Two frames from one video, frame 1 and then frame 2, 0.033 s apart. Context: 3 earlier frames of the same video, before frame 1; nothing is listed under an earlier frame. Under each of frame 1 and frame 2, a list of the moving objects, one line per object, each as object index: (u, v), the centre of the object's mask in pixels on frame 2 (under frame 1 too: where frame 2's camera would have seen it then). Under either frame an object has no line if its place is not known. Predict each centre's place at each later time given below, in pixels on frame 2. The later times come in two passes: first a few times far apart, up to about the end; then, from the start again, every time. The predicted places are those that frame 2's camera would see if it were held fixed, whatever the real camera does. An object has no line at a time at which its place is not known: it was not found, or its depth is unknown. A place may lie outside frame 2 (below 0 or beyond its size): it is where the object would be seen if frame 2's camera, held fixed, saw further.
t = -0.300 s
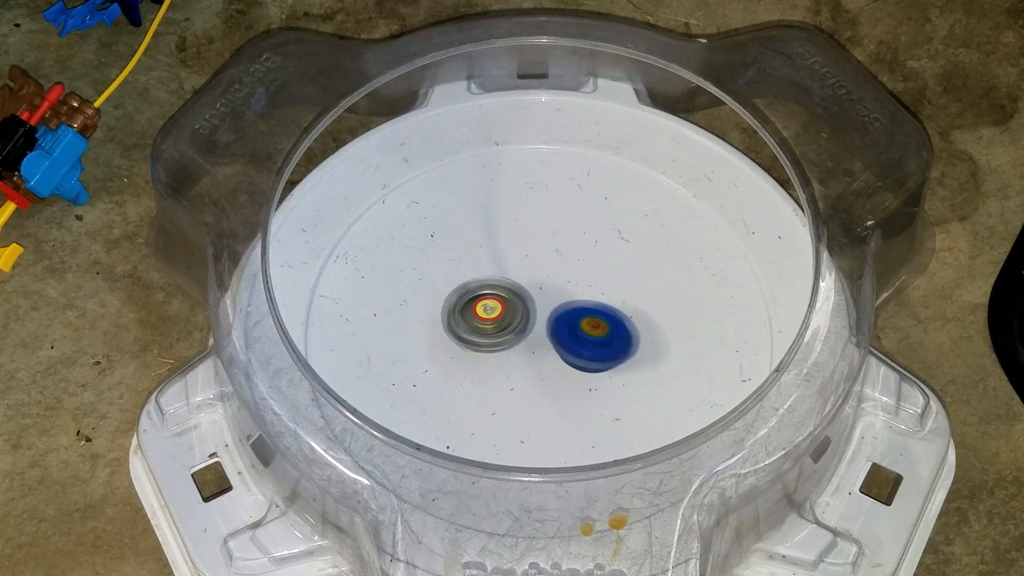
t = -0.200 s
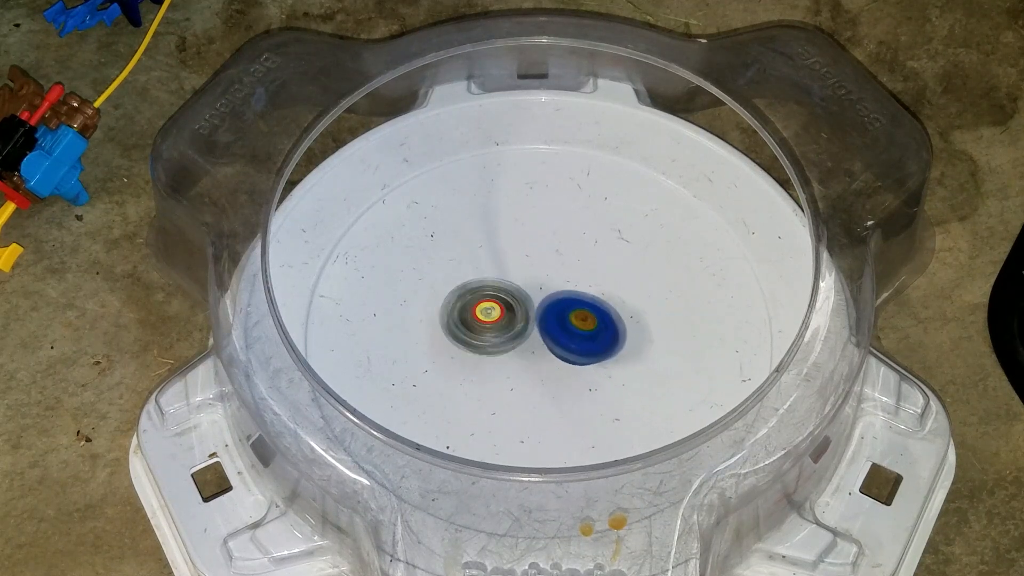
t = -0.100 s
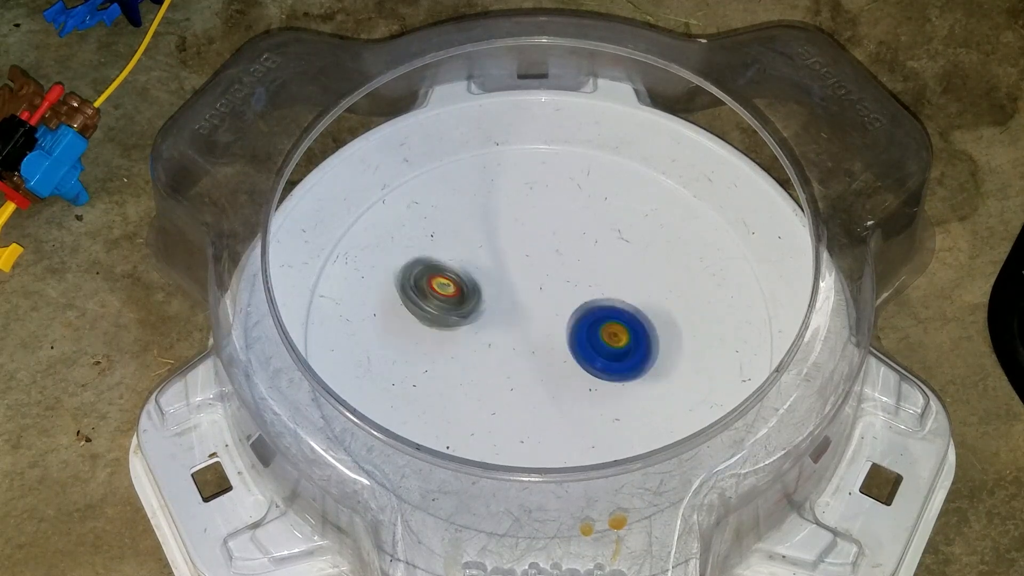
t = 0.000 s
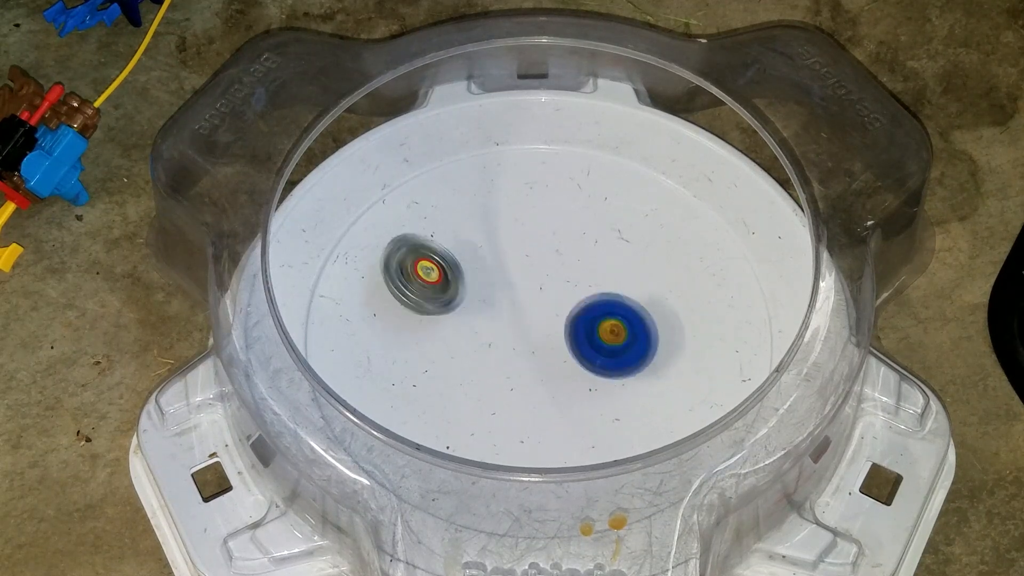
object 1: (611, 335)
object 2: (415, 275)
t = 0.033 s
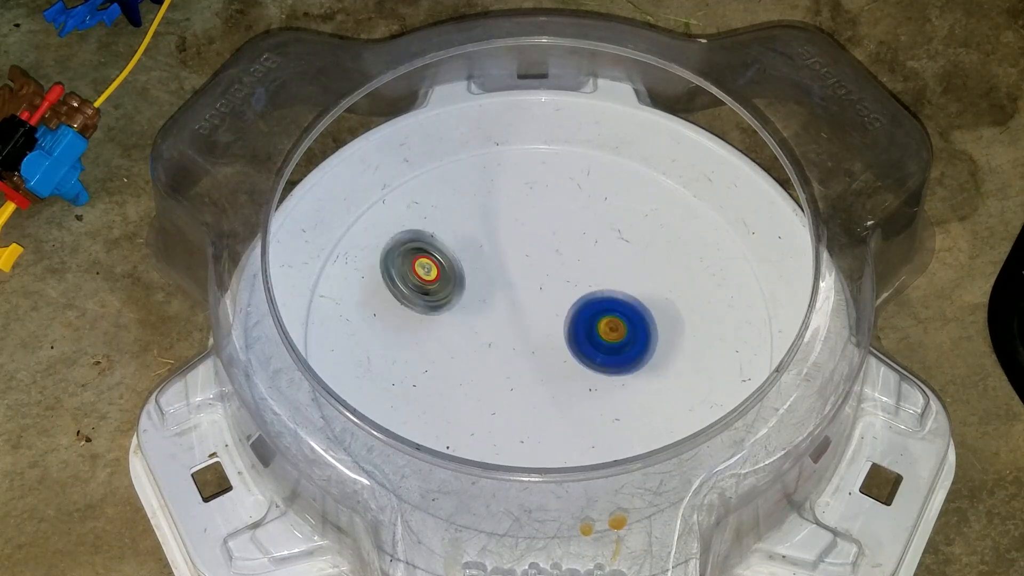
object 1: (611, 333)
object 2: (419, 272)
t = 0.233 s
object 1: (610, 316)
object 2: (441, 272)
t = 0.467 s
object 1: (631, 313)
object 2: (512, 302)
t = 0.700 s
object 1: (632, 317)
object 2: (510, 321)
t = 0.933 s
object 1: (616, 325)
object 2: (506, 326)
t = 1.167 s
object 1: (615, 327)
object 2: (450, 297)
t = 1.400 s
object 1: (597, 318)
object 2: (467, 287)
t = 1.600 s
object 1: (620, 322)
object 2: (486, 291)
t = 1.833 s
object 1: (621, 316)
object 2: (489, 303)
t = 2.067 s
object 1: (619, 312)
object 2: (506, 317)
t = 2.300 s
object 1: (614, 316)
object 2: (514, 321)
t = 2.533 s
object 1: (606, 321)
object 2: (492, 327)
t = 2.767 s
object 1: (587, 317)
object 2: (497, 331)
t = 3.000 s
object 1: (575, 306)
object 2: (499, 333)
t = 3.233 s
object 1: (570, 297)
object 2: (498, 334)
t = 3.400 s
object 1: (569, 292)
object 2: (499, 331)
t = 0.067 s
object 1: (610, 329)
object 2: (414, 272)
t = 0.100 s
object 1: (610, 326)
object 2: (414, 273)
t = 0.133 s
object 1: (610, 324)
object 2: (415, 273)
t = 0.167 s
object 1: (610, 321)
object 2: (418, 275)
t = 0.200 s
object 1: (609, 319)
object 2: (433, 272)
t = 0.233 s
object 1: (610, 316)
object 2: (441, 272)
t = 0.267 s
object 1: (610, 314)
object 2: (448, 279)
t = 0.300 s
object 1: (610, 312)
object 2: (464, 278)
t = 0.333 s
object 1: (611, 311)
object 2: (480, 282)
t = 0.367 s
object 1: (610, 309)
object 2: (499, 289)
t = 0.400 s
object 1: (611, 308)
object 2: (514, 297)
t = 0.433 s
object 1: (625, 311)
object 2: (509, 300)
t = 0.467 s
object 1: (631, 313)
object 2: (512, 302)
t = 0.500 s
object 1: (633, 314)
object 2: (511, 304)
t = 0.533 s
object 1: (633, 314)
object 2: (511, 306)
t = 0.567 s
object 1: (633, 314)
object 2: (513, 309)
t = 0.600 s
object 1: (633, 314)
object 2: (512, 312)
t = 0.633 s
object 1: (633, 315)
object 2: (512, 316)
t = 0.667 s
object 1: (633, 316)
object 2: (511, 317)
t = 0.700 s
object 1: (632, 317)
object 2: (510, 321)
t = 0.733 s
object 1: (630, 318)
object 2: (509, 323)
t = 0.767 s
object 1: (629, 319)
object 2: (506, 324)
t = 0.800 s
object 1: (627, 320)
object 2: (505, 326)
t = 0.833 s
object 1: (624, 322)
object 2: (505, 327)
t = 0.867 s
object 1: (622, 323)
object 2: (505, 327)
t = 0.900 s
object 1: (619, 324)
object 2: (506, 326)
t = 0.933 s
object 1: (616, 325)
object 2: (506, 326)
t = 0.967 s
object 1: (618, 326)
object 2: (509, 325)
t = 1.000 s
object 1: (626, 327)
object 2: (489, 322)
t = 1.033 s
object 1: (626, 328)
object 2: (477, 317)
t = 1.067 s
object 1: (623, 328)
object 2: (467, 312)
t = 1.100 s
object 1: (621, 328)
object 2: (459, 306)
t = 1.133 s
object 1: (618, 328)
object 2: (458, 302)
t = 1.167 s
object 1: (615, 327)
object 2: (450, 297)
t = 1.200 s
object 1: (612, 327)
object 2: (453, 294)
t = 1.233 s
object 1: (609, 326)
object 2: (448, 292)
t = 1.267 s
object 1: (607, 325)
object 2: (447, 289)
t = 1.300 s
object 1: (604, 323)
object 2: (448, 288)
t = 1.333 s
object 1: (602, 322)
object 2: (450, 289)
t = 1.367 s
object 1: (599, 320)
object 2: (455, 292)
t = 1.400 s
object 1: (597, 318)
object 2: (467, 287)
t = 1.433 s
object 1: (594, 316)
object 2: (474, 287)
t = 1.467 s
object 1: (593, 314)
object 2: (481, 290)
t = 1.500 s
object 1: (591, 311)
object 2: (490, 291)
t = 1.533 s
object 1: (594, 311)
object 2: (495, 293)
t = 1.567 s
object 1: (610, 317)
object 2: (487, 291)
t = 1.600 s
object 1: (620, 322)
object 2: (486, 291)
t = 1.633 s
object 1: (623, 325)
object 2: (486, 289)
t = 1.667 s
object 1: (622, 325)
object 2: (484, 294)
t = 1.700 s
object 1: (621, 323)
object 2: (478, 291)
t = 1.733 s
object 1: (621, 321)
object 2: (481, 293)
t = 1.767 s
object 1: (621, 319)
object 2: (484, 294)
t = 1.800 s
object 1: (621, 317)
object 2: (489, 297)
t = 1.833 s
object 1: (621, 316)
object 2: (489, 303)
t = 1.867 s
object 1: (621, 315)
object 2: (487, 303)
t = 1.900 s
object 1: (621, 314)
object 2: (491, 306)
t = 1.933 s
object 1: (621, 313)
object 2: (494, 308)
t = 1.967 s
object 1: (620, 312)
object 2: (499, 311)
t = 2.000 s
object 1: (620, 312)
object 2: (503, 316)
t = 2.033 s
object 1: (619, 312)
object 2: (502, 317)
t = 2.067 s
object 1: (619, 312)
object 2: (506, 317)
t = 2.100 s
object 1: (617, 312)
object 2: (510, 319)
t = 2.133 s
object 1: (616, 313)
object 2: (512, 320)
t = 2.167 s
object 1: (614, 313)
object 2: (516, 320)
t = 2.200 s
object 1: (613, 314)
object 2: (519, 323)
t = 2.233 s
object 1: (614, 314)
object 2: (519, 323)
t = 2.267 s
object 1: (616, 315)
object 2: (517, 322)
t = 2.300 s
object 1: (614, 316)
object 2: (514, 321)
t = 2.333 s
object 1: (613, 316)
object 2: (512, 320)
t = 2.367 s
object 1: (612, 317)
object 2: (512, 320)
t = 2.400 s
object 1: (609, 317)
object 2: (514, 324)
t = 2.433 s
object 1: (609, 318)
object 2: (510, 324)
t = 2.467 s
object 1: (611, 320)
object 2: (502, 325)
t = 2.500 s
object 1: (609, 320)
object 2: (495, 326)
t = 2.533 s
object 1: (606, 321)
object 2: (492, 327)
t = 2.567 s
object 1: (603, 321)
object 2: (490, 328)
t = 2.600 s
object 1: (601, 321)
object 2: (491, 328)
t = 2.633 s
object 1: (598, 320)
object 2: (492, 328)
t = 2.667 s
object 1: (594, 320)
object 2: (494, 328)
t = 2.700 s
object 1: (592, 320)
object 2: (495, 329)
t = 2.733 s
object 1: (590, 318)
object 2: (496, 330)
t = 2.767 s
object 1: (587, 317)
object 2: (497, 331)
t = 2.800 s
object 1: (585, 316)
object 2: (498, 333)
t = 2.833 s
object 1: (583, 315)
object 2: (499, 335)
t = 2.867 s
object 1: (581, 313)
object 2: (498, 338)
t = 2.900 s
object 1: (579, 311)
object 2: (498, 338)
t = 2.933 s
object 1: (577, 310)
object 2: (499, 337)
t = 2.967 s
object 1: (576, 308)
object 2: (499, 335)
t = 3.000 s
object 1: (575, 306)
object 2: (499, 333)
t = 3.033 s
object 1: (573, 305)
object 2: (498, 331)
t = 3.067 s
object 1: (572, 304)
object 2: (498, 330)
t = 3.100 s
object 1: (572, 302)
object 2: (498, 331)
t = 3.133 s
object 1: (571, 300)
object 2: (499, 332)
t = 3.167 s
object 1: (570, 299)
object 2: (499, 333)
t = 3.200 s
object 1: (570, 298)
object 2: (499, 334)
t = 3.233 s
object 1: (570, 297)
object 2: (498, 334)
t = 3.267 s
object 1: (569, 295)
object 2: (498, 334)
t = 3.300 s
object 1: (569, 295)
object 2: (498, 334)
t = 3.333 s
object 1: (569, 294)
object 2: (499, 333)
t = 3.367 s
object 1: (569, 293)
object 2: (499, 332)
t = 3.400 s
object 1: (569, 292)
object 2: (499, 331)
